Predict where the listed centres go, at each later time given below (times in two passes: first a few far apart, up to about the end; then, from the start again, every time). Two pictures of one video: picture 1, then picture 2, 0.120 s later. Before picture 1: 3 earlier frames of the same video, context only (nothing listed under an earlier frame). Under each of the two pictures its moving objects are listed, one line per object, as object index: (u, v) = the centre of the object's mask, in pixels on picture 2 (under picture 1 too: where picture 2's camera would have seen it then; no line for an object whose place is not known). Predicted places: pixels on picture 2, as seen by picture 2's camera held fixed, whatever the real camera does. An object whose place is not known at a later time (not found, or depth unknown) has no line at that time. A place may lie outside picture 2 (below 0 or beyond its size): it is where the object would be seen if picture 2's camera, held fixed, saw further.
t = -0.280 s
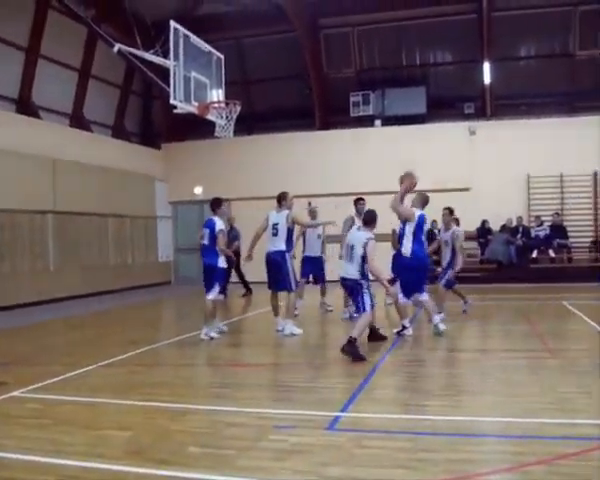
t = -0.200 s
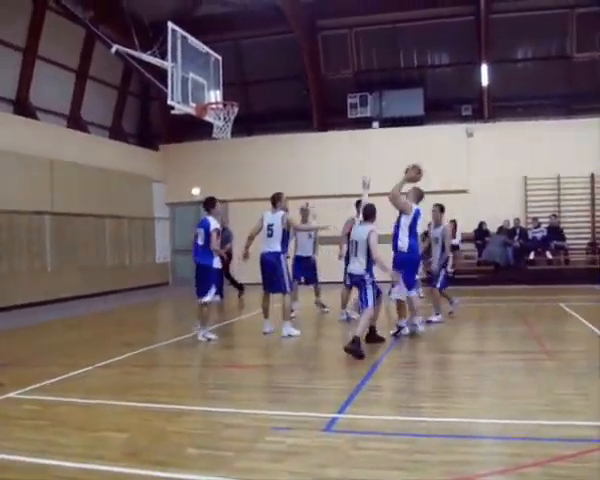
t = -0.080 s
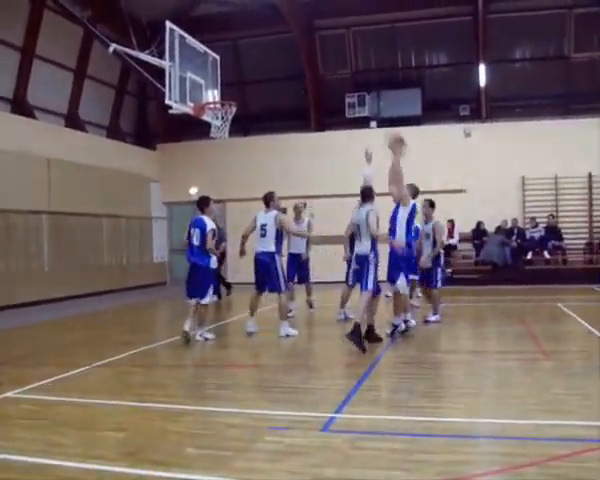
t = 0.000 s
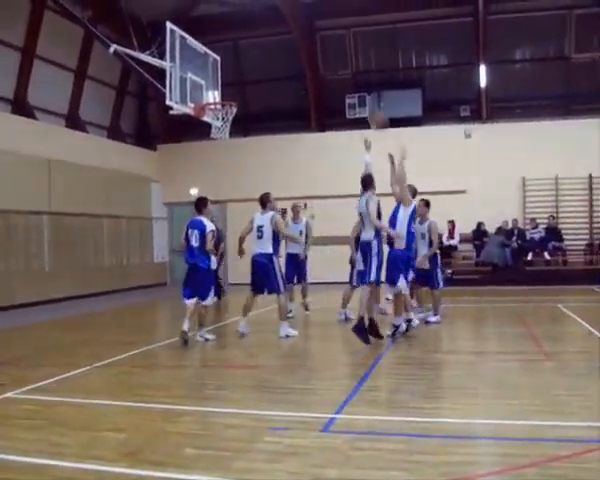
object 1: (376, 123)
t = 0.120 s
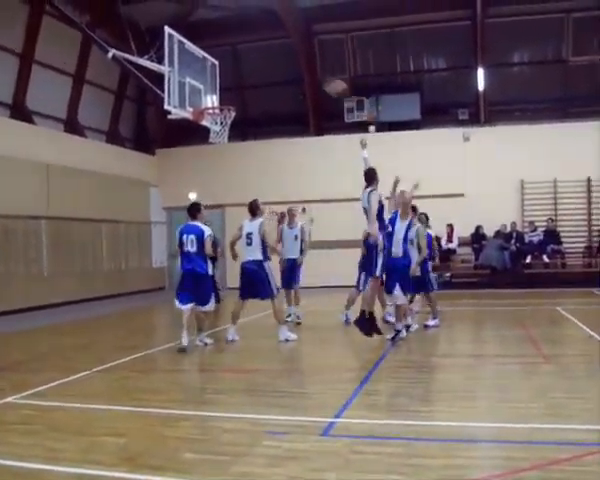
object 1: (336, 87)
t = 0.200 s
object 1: (317, 77)
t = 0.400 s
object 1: (273, 66)
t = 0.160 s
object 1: (327, 82)
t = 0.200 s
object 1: (317, 77)
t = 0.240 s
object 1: (308, 72)
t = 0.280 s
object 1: (299, 70)
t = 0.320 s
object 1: (291, 68)
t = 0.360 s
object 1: (281, 66)
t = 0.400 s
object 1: (273, 66)
